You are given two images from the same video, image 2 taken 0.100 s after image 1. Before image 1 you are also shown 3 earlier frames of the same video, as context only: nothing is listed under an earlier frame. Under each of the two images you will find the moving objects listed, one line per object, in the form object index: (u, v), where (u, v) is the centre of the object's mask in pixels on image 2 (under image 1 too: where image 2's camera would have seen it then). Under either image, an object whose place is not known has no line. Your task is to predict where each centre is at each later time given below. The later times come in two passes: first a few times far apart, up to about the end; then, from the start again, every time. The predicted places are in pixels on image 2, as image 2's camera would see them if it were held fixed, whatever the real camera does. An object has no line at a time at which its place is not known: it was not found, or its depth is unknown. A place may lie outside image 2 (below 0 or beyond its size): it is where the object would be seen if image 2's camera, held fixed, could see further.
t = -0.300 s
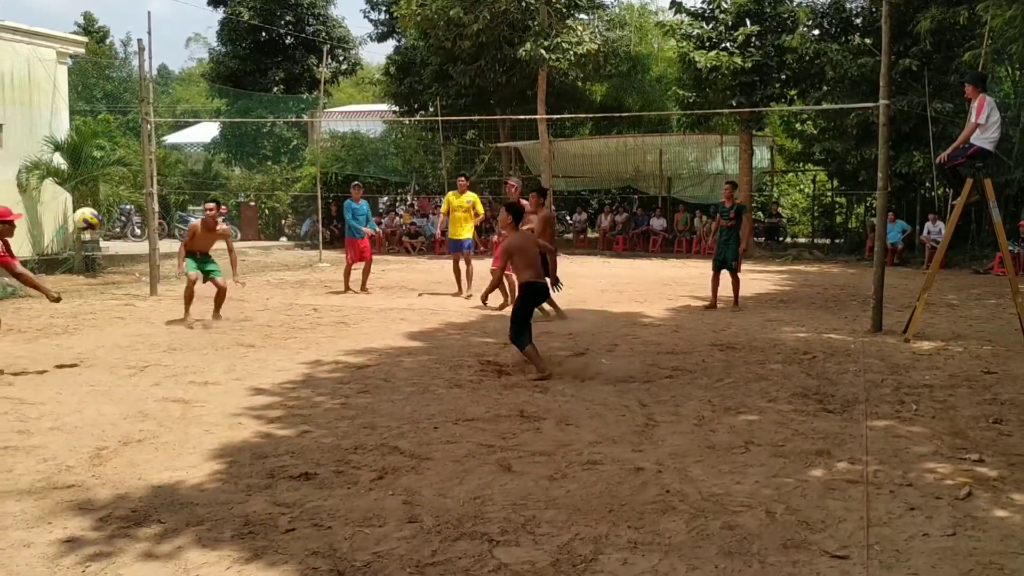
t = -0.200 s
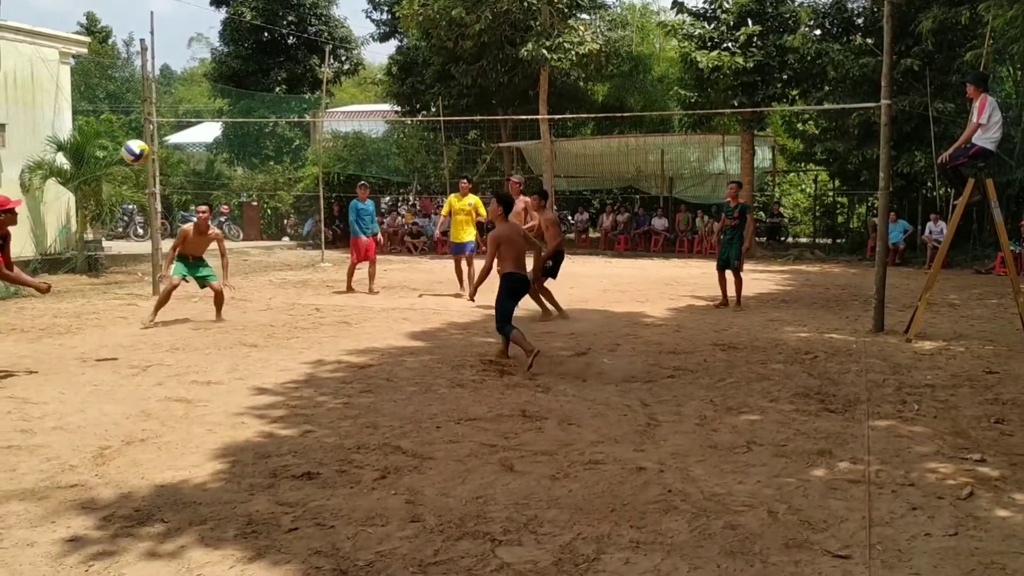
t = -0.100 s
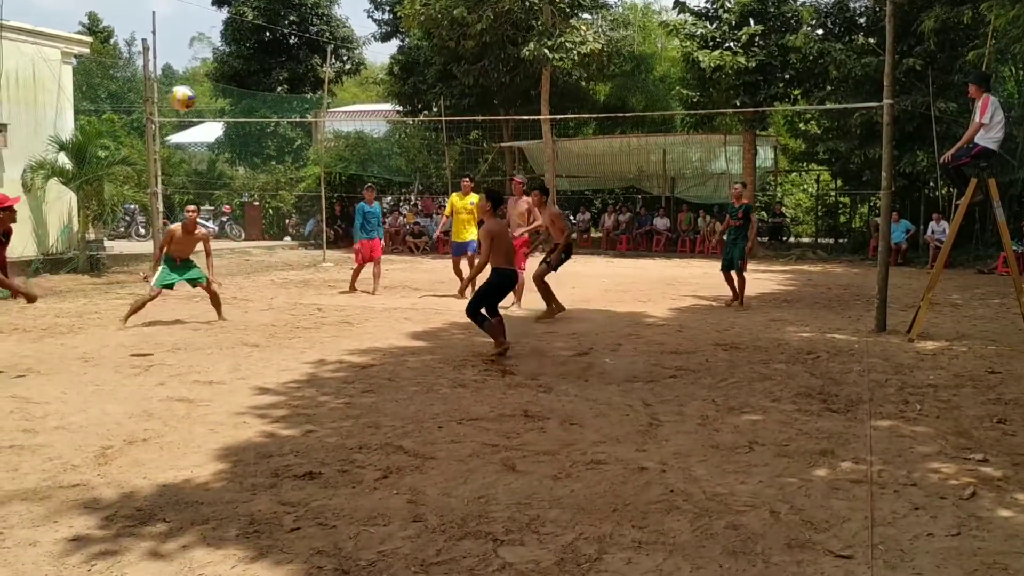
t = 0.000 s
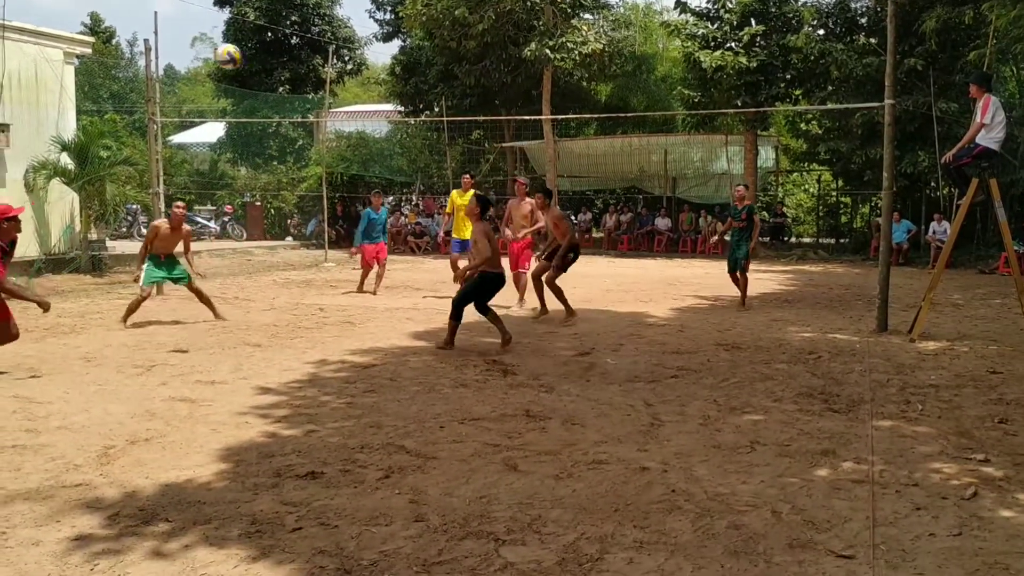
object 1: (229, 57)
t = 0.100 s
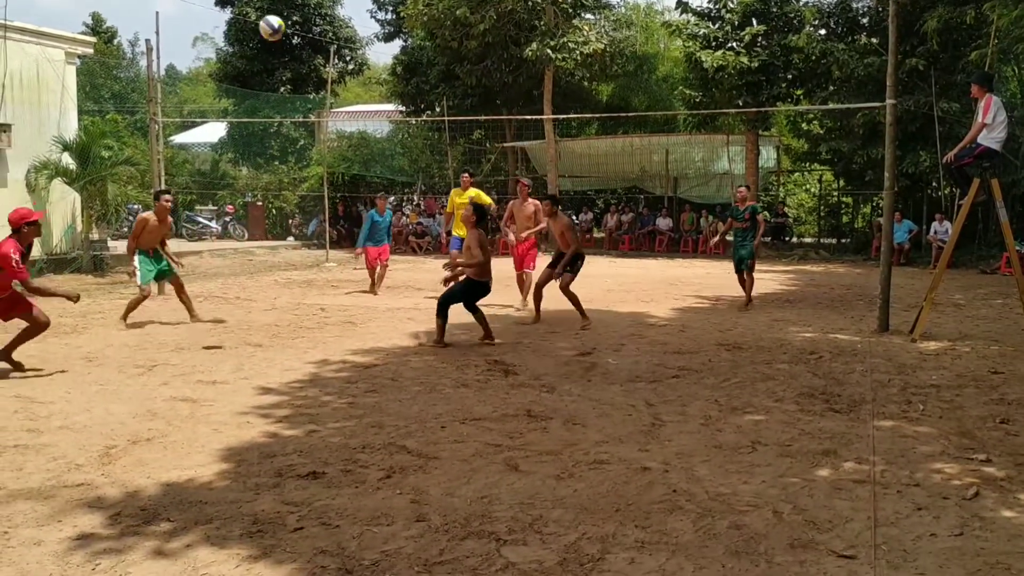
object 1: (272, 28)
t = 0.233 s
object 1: (325, 10)
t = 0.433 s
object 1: (401, 17)
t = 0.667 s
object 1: (485, 79)
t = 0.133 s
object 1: (286, 21)
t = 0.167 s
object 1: (299, 16)
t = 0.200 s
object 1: (312, 12)
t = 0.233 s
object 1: (325, 10)
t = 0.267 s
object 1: (340, 9)
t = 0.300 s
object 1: (352, 8)
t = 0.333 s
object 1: (365, 8)
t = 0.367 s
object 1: (377, 10)
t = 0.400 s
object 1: (389, 12)
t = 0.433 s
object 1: (401, 17)
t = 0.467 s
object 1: (415, 22)
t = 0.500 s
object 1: (426, 29)
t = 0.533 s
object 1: (439, 37)
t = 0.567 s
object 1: (450, 46)
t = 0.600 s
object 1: (462, 56)
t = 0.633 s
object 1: (474, 67)
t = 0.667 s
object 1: (485, 79)
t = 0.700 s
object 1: (497, 93)
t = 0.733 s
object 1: (507, 106)
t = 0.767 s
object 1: (518, 122)
